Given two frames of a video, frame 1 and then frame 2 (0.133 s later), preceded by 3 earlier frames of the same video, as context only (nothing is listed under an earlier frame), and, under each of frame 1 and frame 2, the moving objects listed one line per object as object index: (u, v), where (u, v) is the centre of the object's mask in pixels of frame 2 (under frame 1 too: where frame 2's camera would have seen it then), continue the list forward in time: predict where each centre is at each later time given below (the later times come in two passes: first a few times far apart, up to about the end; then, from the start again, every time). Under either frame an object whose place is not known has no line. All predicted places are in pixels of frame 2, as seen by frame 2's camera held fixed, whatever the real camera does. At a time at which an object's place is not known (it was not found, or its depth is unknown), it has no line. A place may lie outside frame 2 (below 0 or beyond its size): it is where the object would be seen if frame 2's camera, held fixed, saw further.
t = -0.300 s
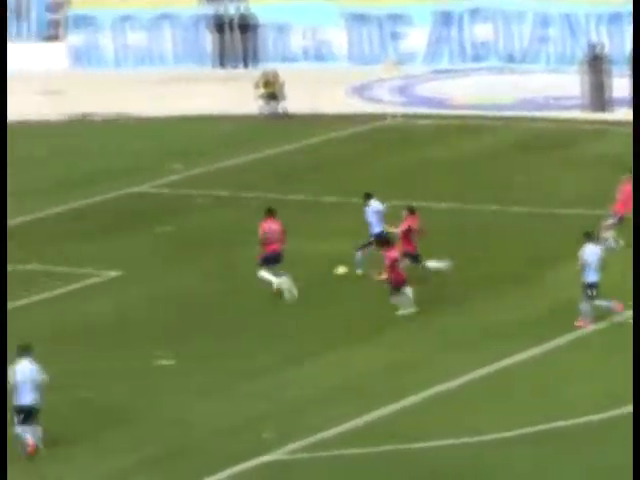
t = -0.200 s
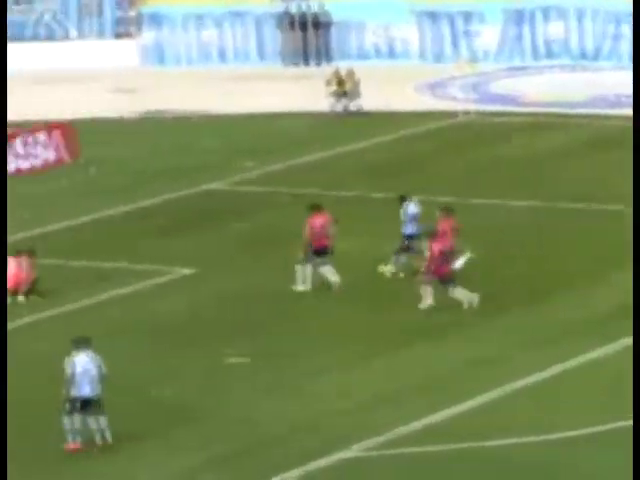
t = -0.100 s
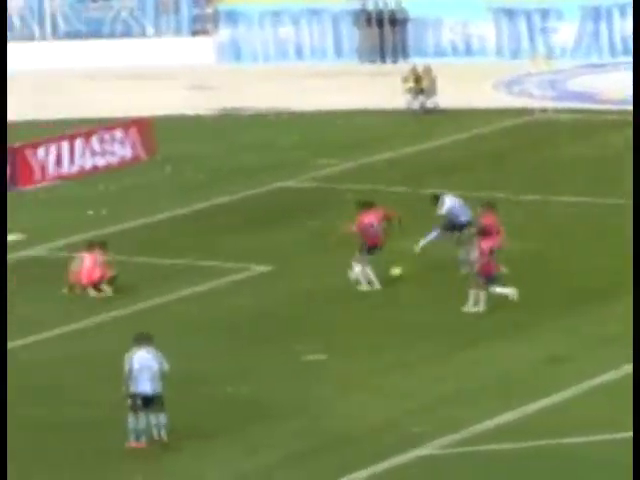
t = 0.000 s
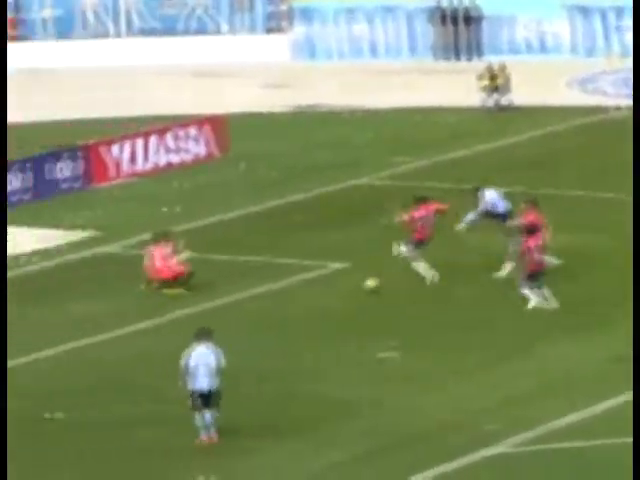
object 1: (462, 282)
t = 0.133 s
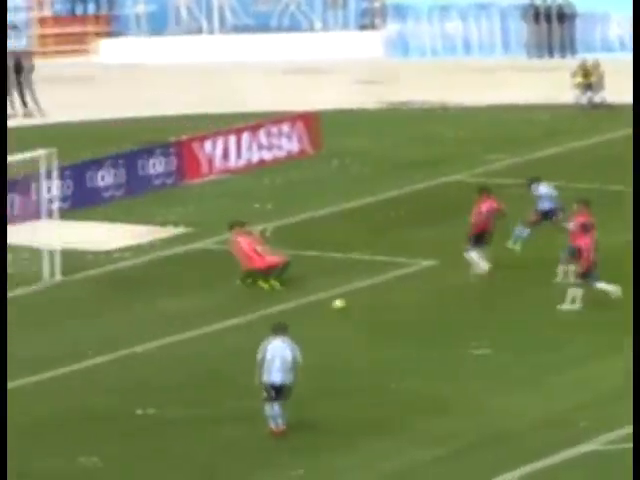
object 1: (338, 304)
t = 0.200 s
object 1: (280, 310)
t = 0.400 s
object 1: (119, 334)
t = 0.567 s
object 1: (-3, 348)
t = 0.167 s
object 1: (309, 306)
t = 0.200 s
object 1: (280, 310)
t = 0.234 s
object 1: (252, 315)
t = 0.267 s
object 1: (223, 321)
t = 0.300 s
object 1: (195, 326)
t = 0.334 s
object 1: (168, 333)
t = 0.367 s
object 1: (142, 334)
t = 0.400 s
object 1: (119, 334)
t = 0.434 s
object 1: (94, 335)
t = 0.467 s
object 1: (69, 336)
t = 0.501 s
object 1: (45, 340)
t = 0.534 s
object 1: (21, 344)
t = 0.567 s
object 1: (-3, 348)
